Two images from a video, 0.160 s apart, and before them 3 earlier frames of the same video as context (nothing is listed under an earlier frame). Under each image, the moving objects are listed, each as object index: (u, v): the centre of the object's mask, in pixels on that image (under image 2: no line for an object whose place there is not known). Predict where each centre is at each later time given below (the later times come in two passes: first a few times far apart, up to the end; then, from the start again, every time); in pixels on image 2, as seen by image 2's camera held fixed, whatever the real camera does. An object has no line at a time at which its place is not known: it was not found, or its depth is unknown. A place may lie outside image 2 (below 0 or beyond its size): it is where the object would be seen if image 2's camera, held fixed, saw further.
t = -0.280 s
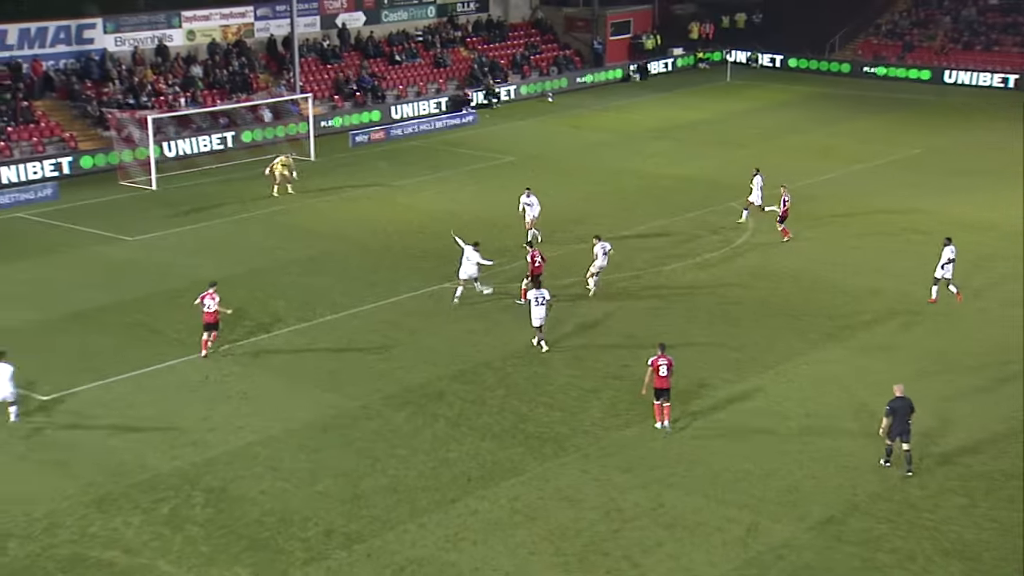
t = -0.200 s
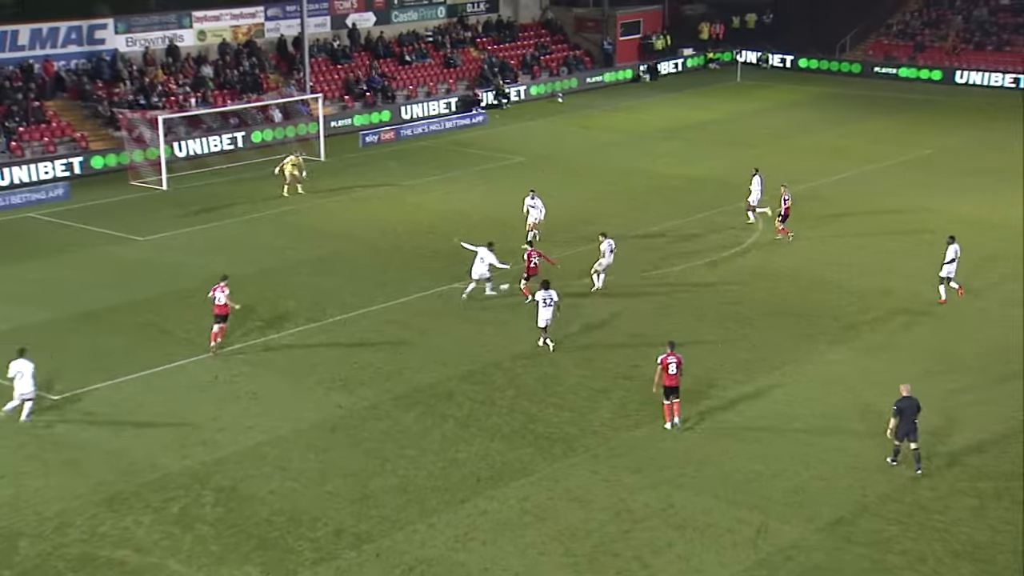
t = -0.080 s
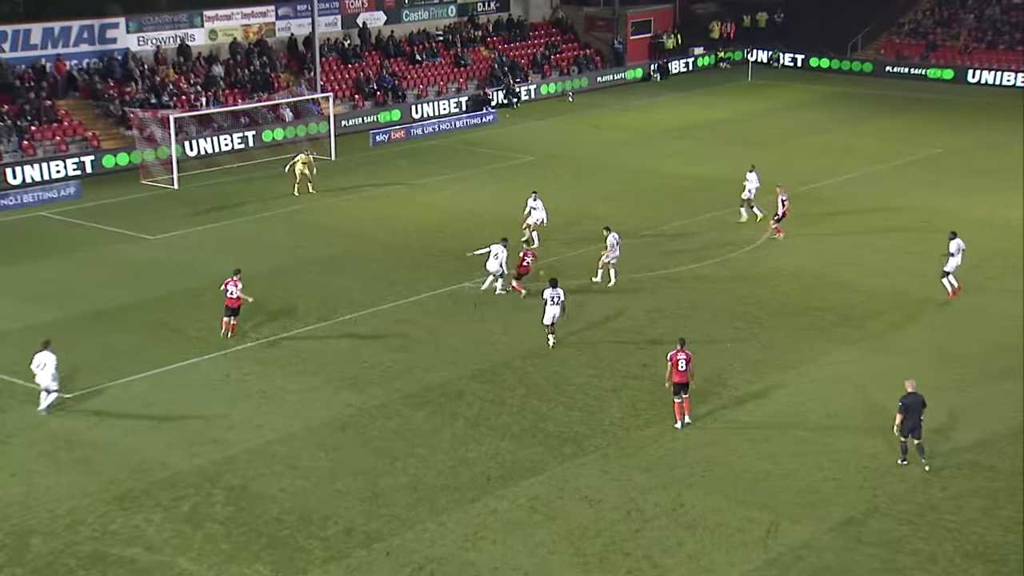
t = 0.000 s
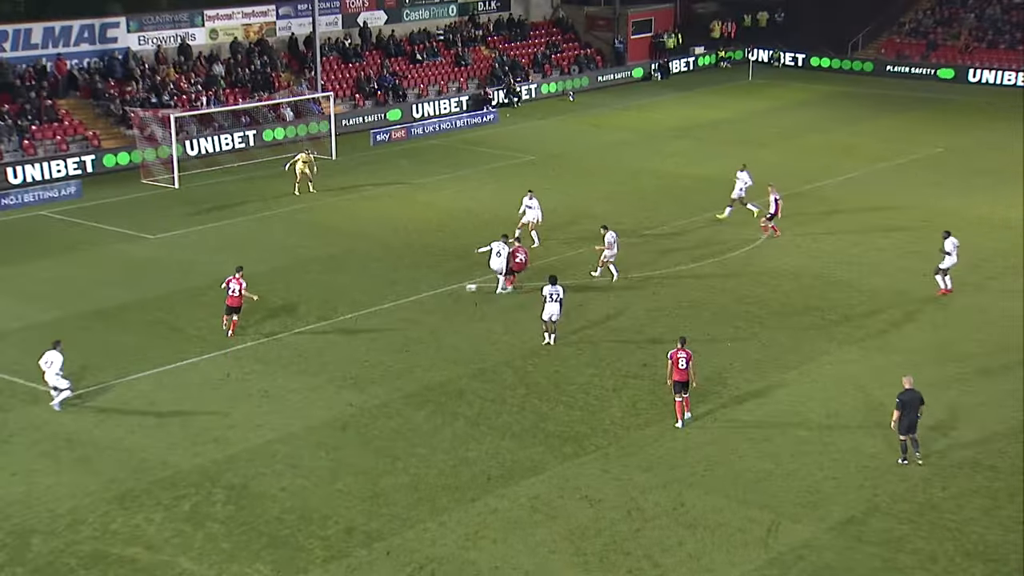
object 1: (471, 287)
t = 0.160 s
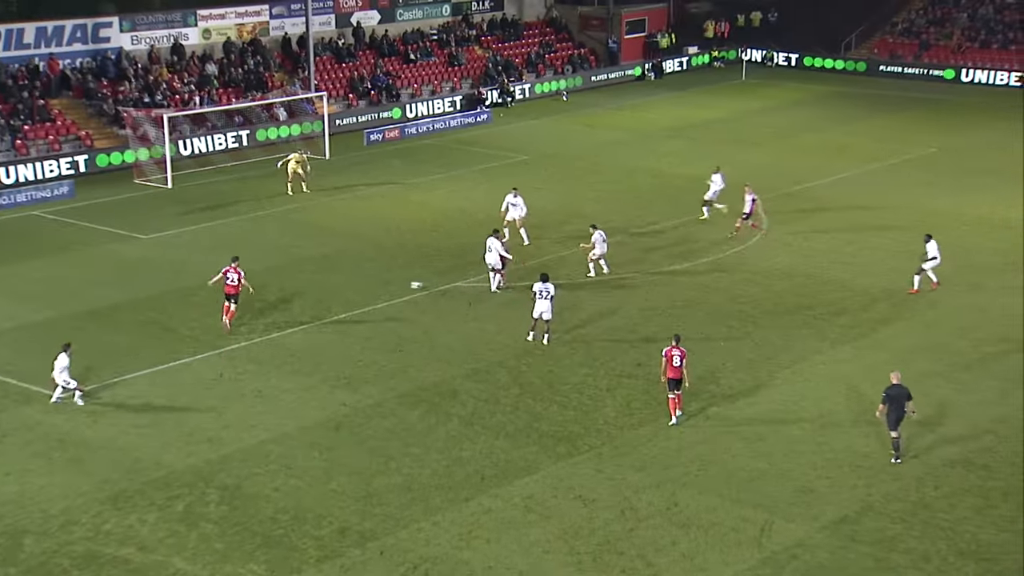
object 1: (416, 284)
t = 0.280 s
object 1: (379, 283)
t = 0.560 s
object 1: (308, 284)
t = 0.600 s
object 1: (299, 283)
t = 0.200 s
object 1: (404, 284)
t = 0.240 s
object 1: (392, 284)
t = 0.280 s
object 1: (379, 283)
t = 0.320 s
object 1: (369, 285)
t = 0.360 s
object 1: (358, 286)
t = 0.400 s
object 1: (347, 283)
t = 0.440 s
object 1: (338, 283)
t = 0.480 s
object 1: (328, 283)
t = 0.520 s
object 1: (317, 284)
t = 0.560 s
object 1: (308, 284)
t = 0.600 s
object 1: (299, 283)
